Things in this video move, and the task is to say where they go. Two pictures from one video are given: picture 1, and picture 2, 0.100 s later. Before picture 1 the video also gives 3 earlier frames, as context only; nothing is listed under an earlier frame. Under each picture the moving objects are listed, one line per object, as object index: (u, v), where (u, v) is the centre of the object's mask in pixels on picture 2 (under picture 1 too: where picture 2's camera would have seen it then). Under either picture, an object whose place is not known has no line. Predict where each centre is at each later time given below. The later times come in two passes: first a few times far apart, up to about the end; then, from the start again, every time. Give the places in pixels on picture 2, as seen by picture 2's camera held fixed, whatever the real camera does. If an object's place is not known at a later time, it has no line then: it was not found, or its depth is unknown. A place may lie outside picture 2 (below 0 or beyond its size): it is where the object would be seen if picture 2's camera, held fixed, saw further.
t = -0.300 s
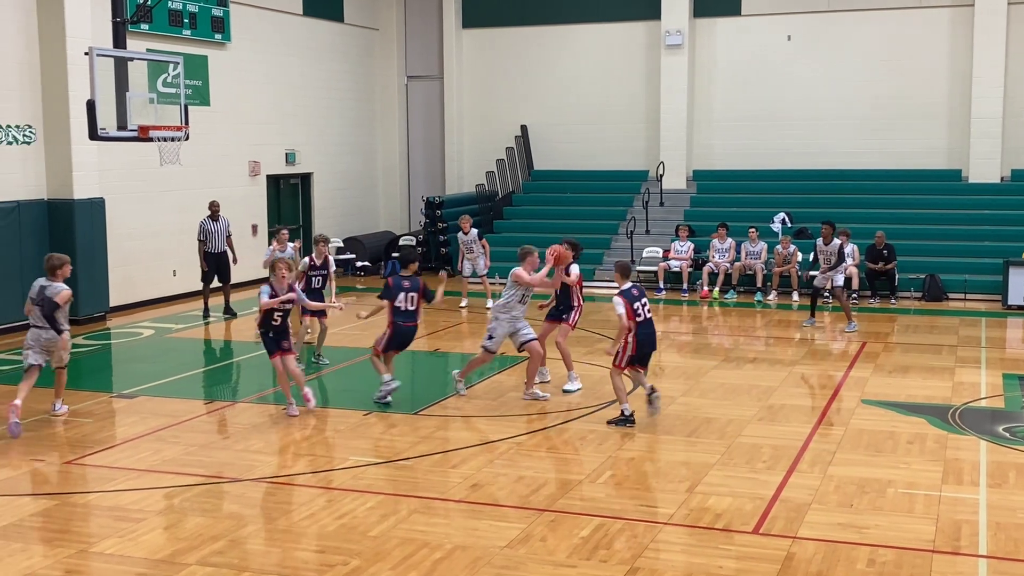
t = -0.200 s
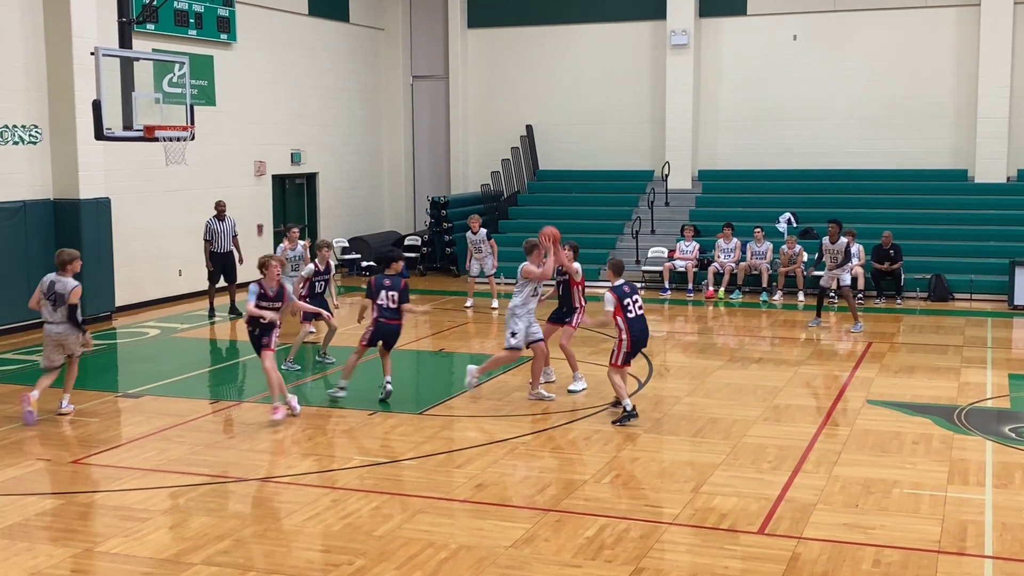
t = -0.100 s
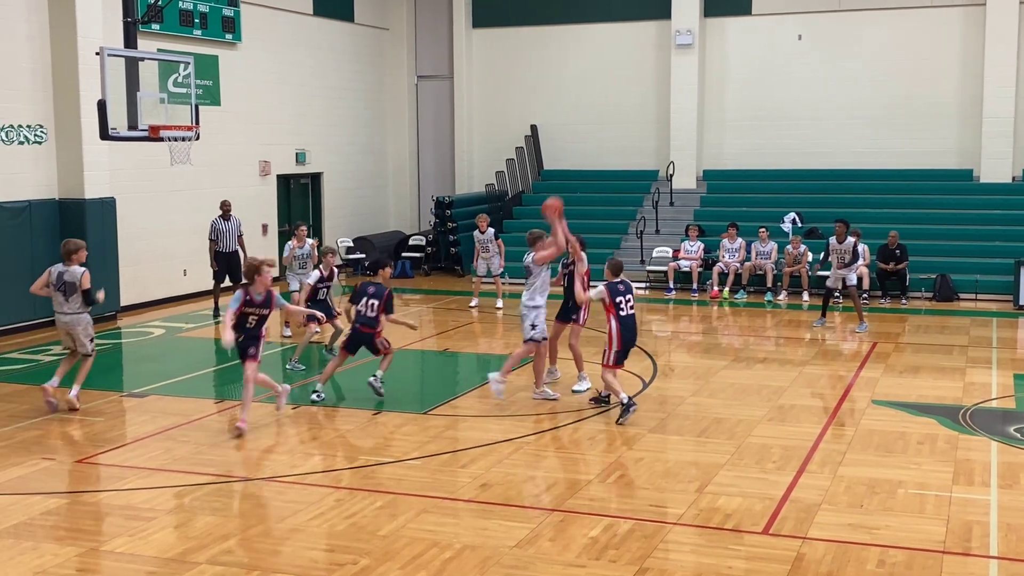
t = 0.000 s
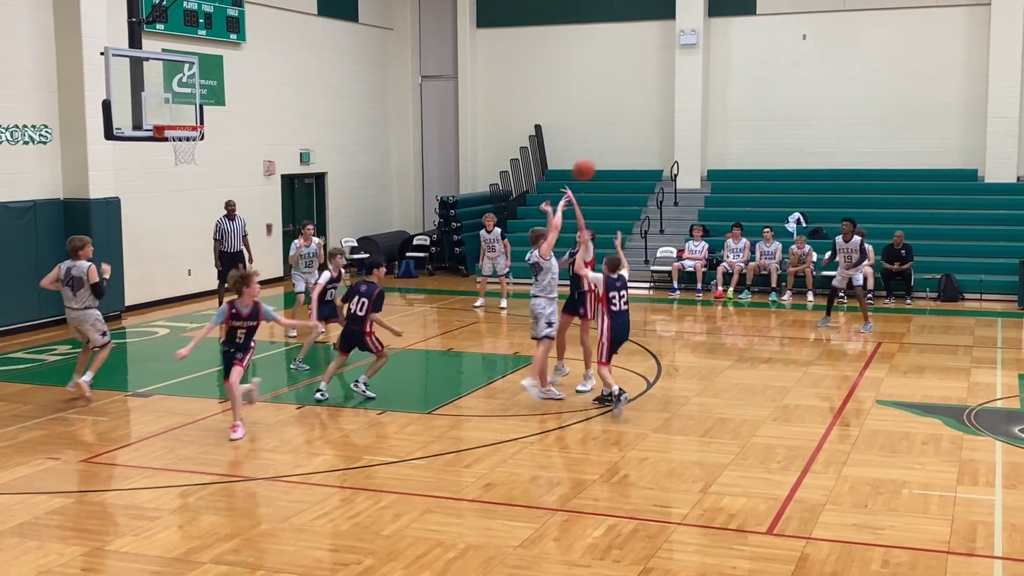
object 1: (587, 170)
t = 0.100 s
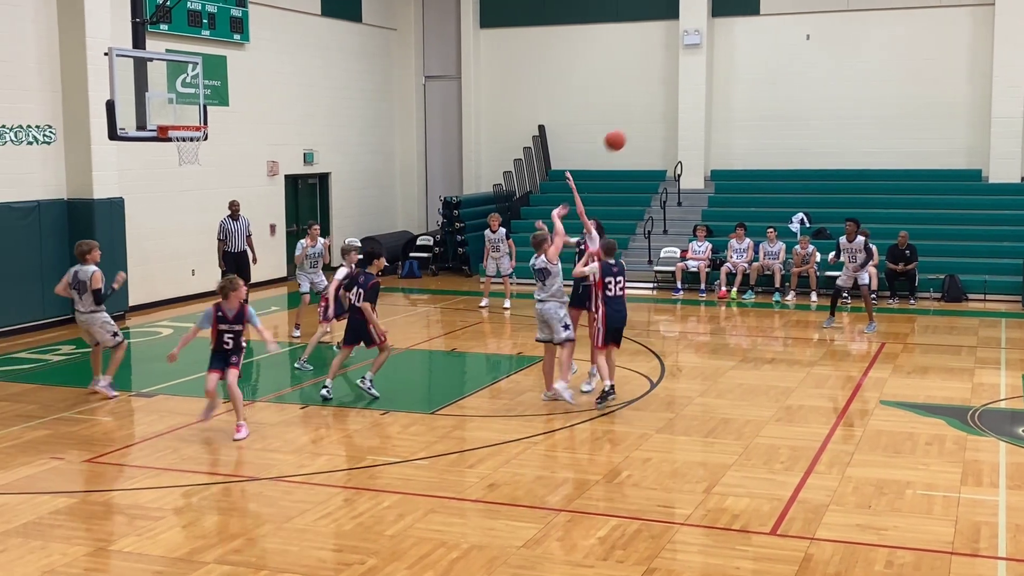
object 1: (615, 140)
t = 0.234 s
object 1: (649, 117)
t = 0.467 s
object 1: (702, 113)
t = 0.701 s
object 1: (746, 149)
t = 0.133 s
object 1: (624, 133)
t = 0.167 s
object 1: (633, 126)
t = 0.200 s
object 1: (641, 121)
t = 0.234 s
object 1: (649, 117)
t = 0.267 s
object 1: (657, 114)
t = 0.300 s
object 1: (665, 111)
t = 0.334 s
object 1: (673, 110)
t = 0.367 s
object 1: (680, 109)
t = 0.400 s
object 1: (687, 109)
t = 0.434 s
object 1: (695, 111)
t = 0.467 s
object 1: (702, 113)
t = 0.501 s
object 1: (709, 116)
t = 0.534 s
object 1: (715, 120)
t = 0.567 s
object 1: (722, 124)
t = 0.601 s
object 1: (728, 129)
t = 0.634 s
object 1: (734, 135)
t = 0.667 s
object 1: (740, 142)
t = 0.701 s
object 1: (746, 149)
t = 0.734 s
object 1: (752, 157)
